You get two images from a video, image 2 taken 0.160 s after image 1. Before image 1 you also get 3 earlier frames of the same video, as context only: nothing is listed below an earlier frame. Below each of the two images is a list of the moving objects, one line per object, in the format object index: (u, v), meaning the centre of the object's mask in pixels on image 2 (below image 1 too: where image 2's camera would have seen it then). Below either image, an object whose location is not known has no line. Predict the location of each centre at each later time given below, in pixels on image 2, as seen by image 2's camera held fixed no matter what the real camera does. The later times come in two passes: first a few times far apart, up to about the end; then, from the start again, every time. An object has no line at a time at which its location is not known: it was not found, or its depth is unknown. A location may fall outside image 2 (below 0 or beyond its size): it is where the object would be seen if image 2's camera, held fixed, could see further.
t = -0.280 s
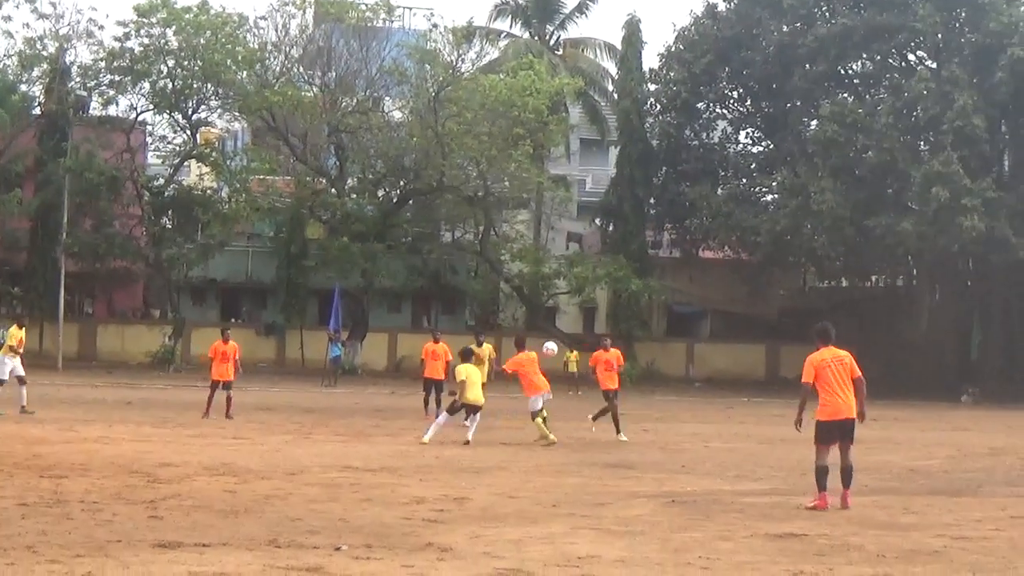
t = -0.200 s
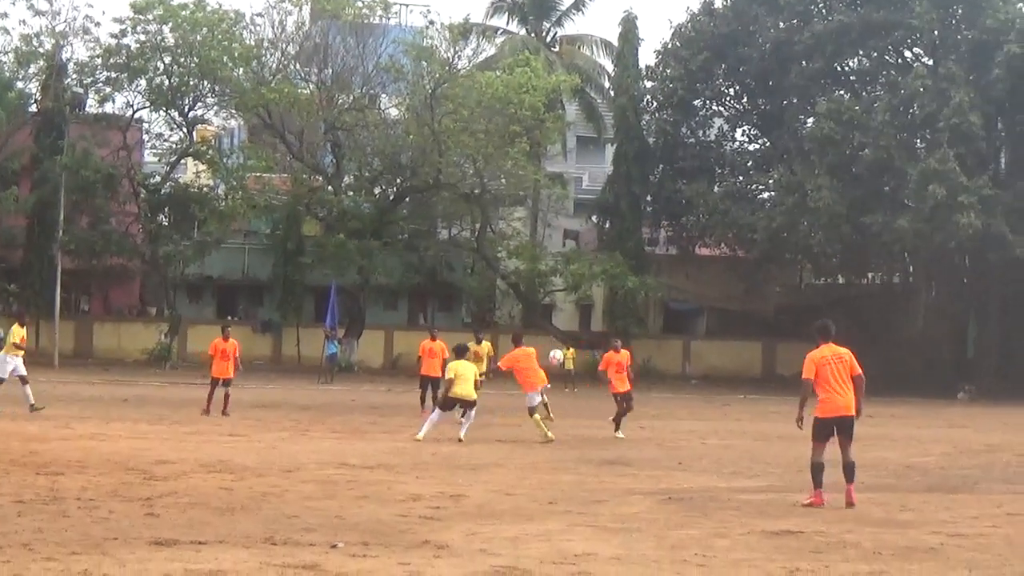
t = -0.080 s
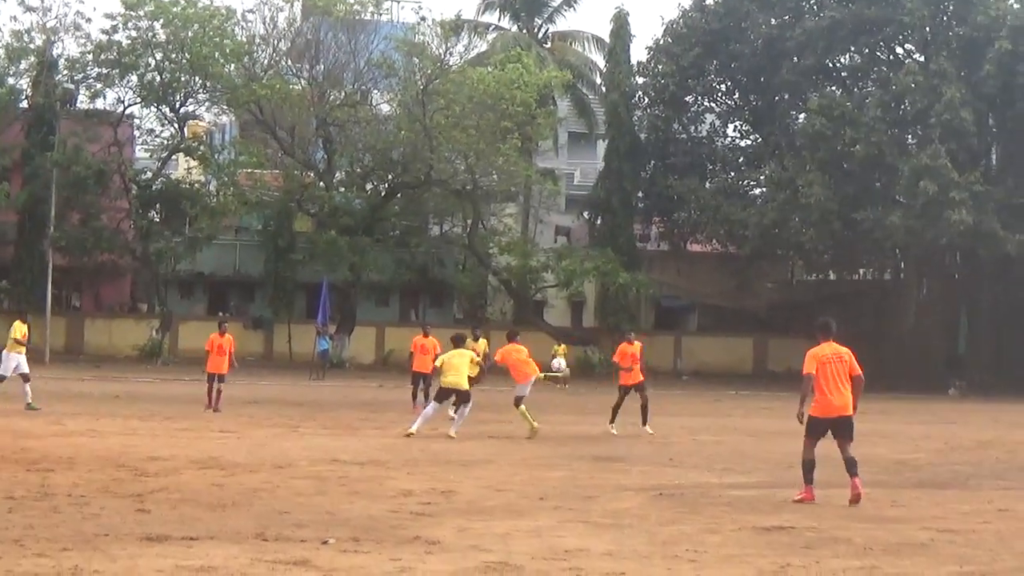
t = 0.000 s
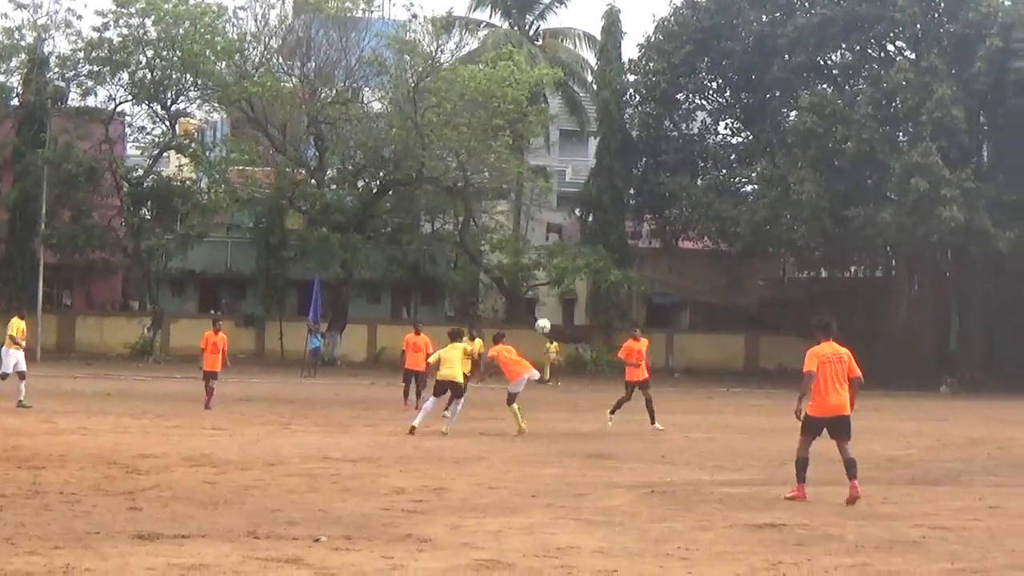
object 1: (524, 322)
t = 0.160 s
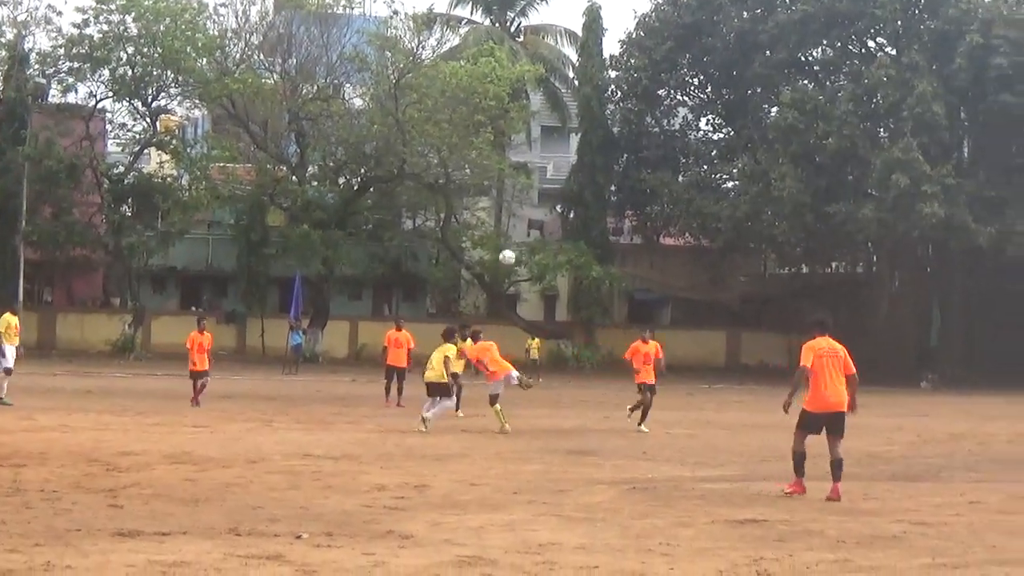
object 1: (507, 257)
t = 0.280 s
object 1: (493, 217)
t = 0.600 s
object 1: (444, 159)
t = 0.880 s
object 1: (393, 176)
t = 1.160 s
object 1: (331, 277)
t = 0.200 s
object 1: (502, 243)
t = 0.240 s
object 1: (497, 230)
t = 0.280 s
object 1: (493, 217)
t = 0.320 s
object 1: (486, 205)
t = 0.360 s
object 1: (481, 197)
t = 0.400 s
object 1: (475, 187)
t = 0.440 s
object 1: (469, 179)
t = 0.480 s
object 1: (463, 172)
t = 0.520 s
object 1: (457, 168)
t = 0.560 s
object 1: (451, 163)
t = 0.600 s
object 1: (444, 159)
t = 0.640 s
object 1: (437, 158)
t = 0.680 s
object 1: (430, 157)
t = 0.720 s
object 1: (423, 157)
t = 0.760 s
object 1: (416, 161)
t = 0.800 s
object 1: (408, 164)
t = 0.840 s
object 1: (401, 169)
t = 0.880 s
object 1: (393, 176)
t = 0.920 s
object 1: (385, 185)
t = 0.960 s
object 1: (376, 195)
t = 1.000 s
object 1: (368, 207)
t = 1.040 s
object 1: (359, 222)
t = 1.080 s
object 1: (350, 239)
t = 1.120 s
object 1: (340, 257)
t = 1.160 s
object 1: (331, 277)
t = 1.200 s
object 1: (321, 300)
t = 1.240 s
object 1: (310, 324)
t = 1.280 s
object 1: (300, 351)
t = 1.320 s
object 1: (288, 380)
